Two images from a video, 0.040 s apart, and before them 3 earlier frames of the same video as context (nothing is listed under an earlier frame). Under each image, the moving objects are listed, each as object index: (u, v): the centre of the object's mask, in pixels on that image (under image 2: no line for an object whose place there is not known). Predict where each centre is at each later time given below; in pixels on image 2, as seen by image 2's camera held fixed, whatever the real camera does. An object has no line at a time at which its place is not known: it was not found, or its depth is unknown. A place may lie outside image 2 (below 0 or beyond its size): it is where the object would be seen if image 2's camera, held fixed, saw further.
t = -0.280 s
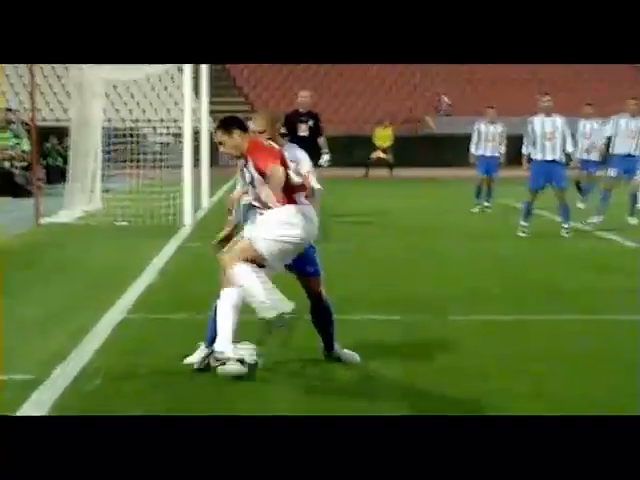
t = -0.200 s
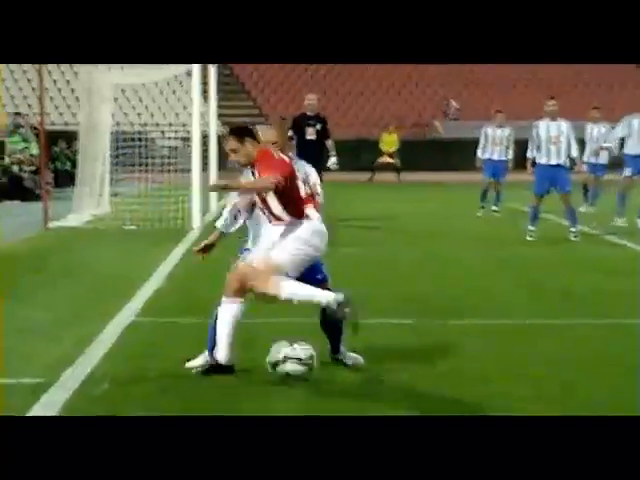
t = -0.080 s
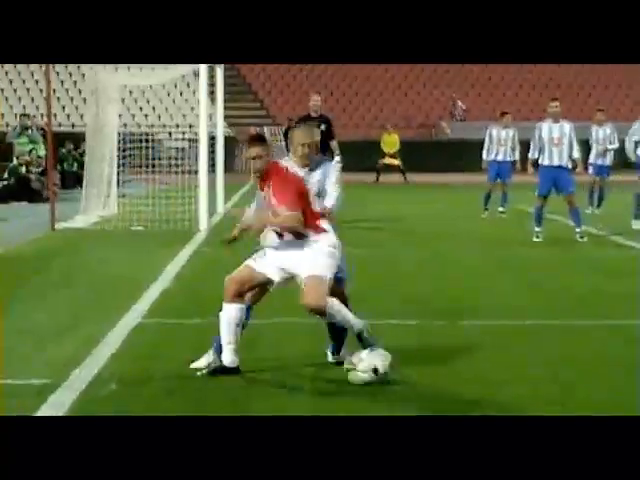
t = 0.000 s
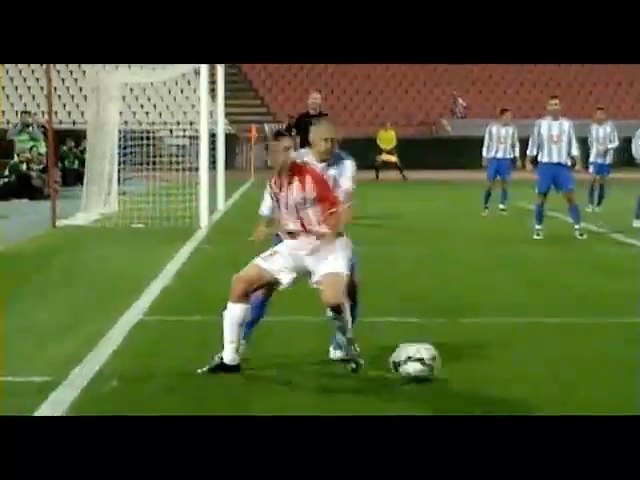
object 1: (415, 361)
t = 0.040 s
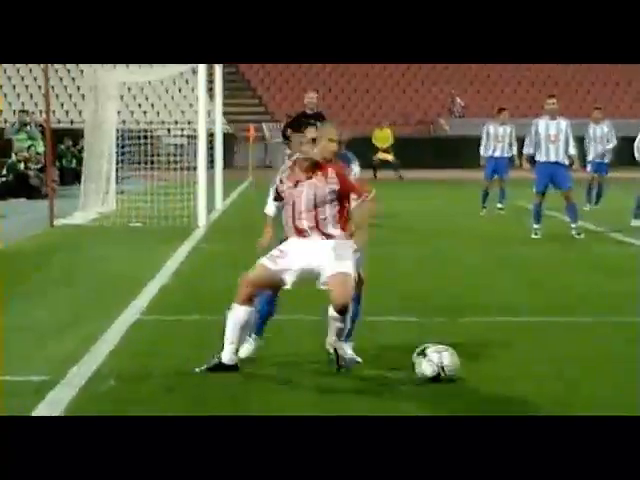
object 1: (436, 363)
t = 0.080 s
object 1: (459, 366)
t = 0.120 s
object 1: (479, 364)
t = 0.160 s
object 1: (504, 362)
